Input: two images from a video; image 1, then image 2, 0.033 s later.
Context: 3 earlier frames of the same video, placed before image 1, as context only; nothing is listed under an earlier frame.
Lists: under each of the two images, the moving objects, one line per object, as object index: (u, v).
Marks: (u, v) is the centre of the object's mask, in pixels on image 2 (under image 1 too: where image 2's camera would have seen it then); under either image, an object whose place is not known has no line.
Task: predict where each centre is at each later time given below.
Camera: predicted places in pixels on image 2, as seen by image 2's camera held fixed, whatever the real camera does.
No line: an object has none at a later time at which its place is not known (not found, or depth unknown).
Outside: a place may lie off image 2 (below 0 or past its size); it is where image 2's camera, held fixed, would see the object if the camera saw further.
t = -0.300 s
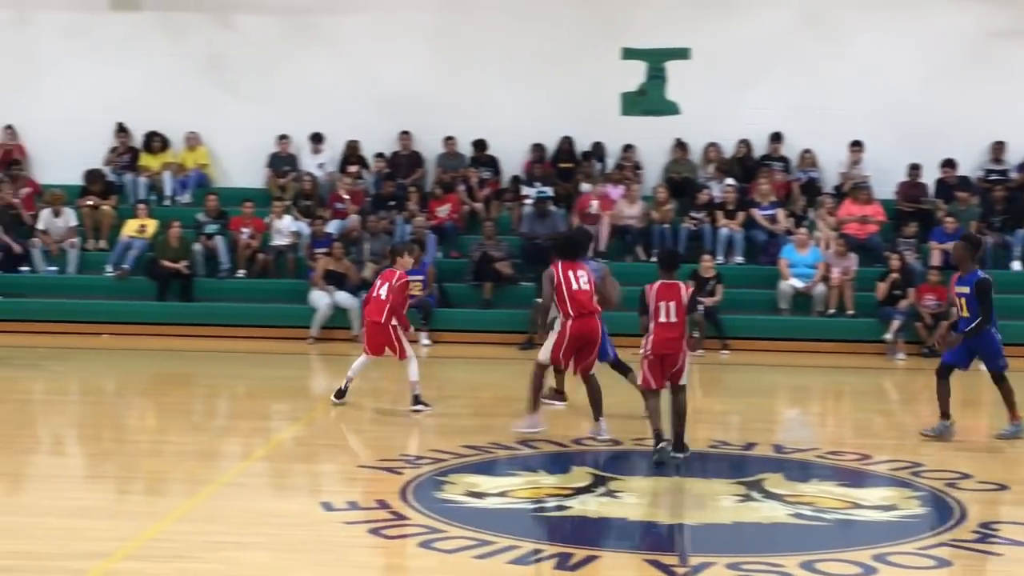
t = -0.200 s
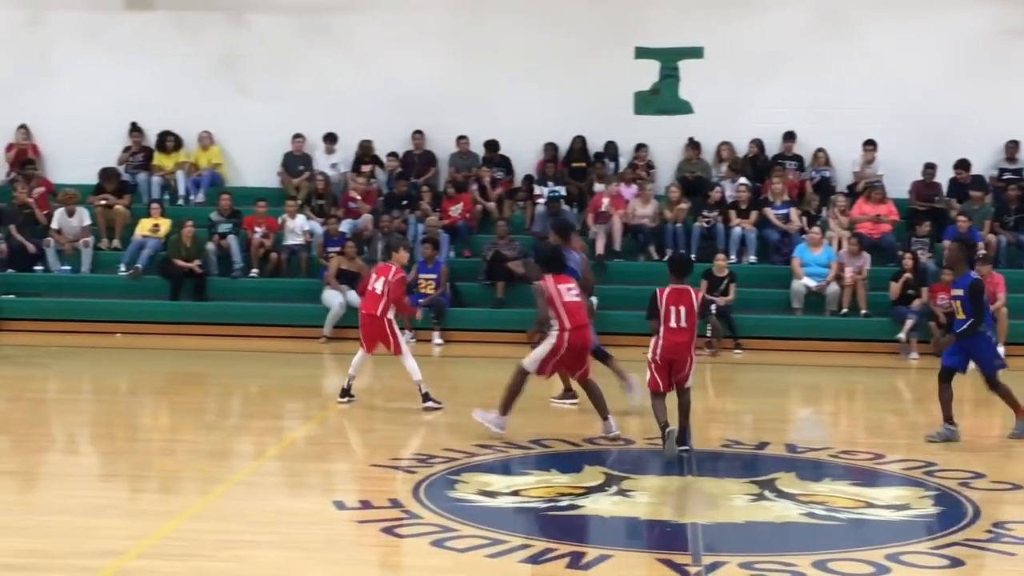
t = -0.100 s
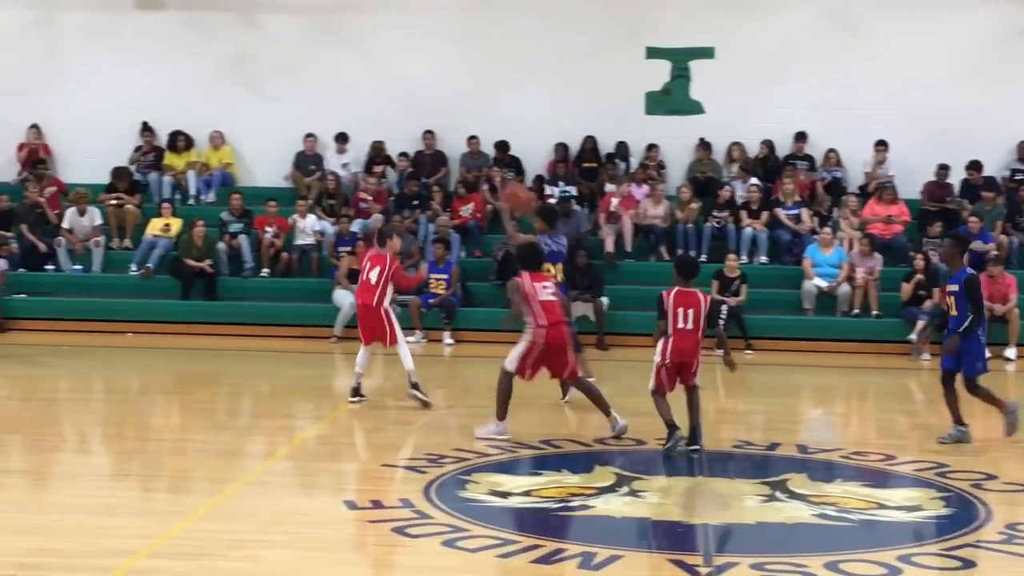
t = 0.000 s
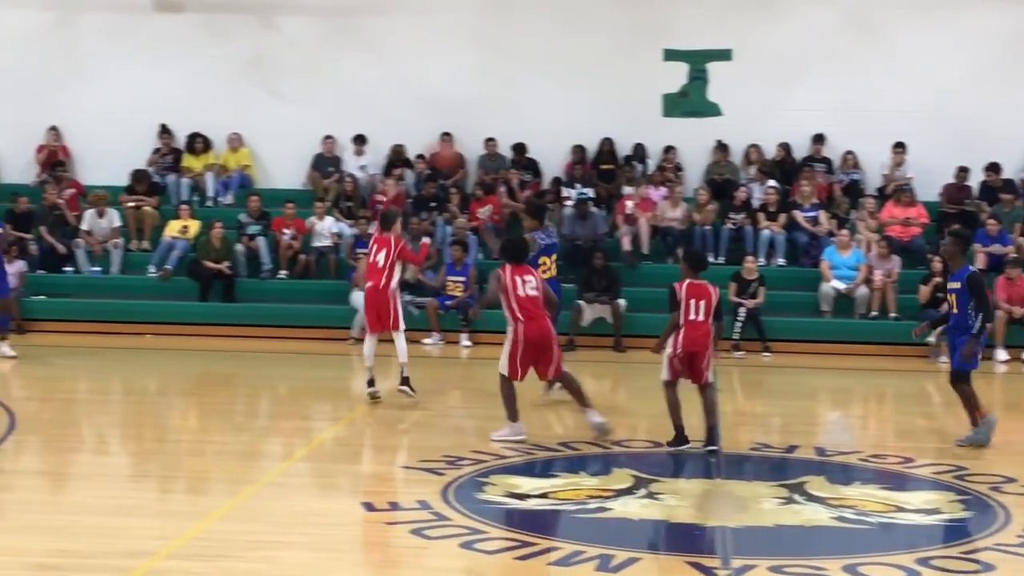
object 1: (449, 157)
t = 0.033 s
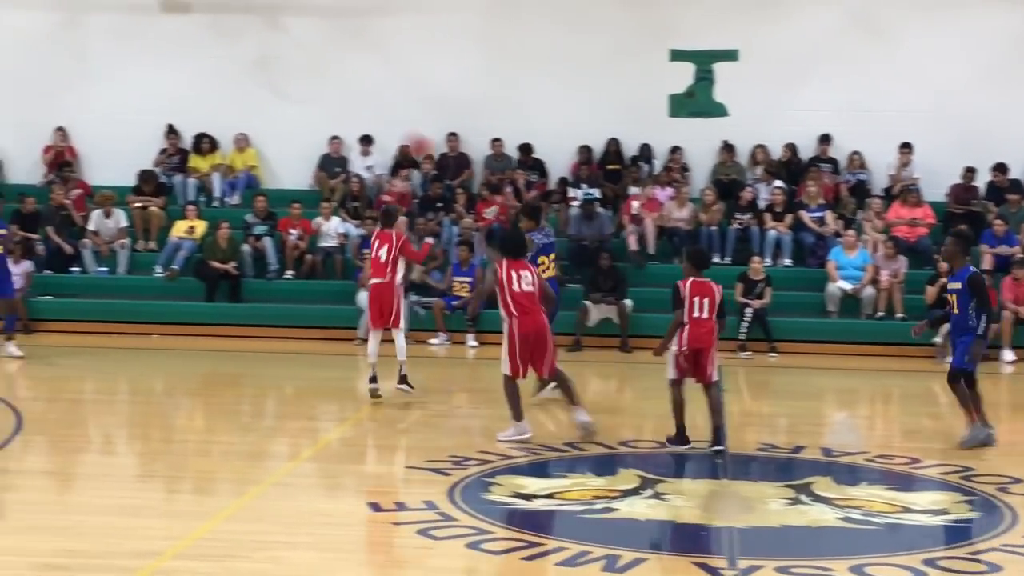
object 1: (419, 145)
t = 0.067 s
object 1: (391, 137)
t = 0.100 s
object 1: (363, 128)
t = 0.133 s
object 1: (339, 122)
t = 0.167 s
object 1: (313, 115)
